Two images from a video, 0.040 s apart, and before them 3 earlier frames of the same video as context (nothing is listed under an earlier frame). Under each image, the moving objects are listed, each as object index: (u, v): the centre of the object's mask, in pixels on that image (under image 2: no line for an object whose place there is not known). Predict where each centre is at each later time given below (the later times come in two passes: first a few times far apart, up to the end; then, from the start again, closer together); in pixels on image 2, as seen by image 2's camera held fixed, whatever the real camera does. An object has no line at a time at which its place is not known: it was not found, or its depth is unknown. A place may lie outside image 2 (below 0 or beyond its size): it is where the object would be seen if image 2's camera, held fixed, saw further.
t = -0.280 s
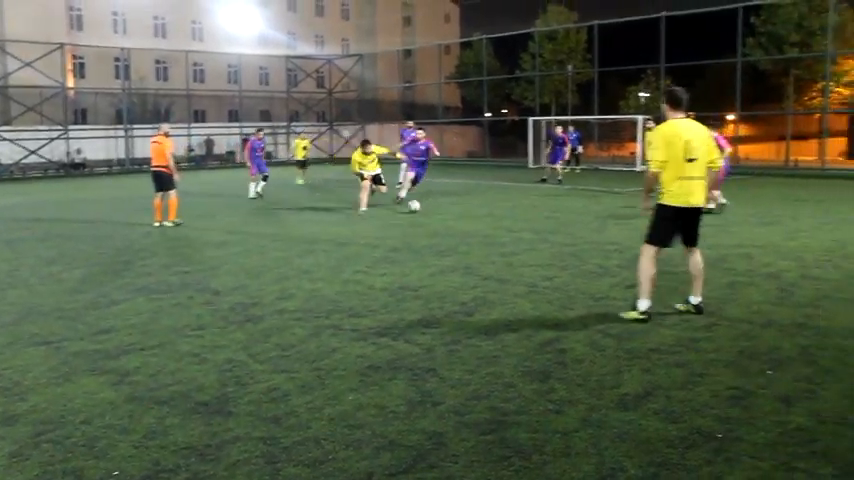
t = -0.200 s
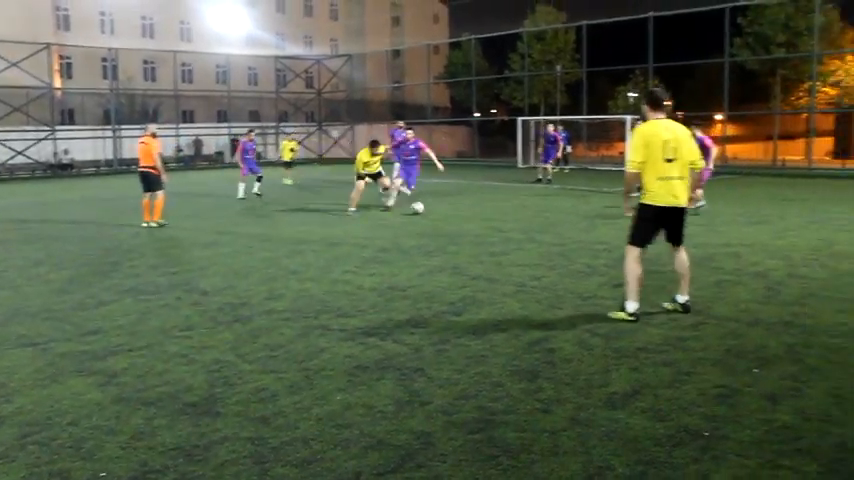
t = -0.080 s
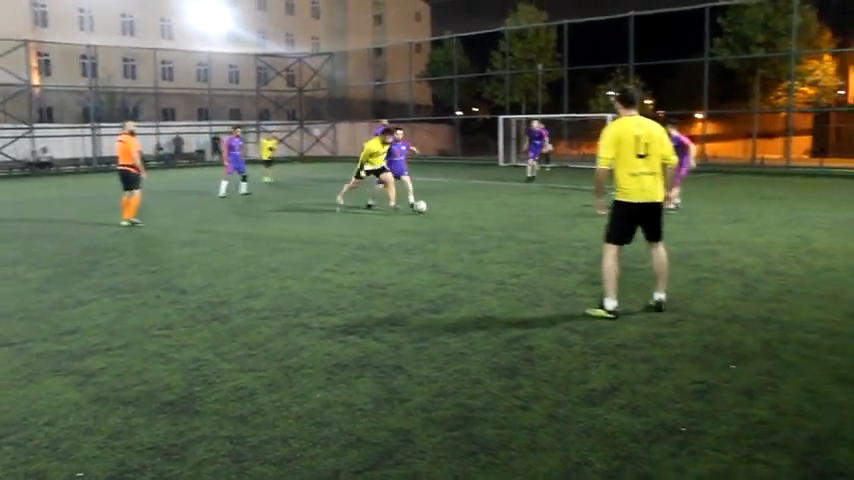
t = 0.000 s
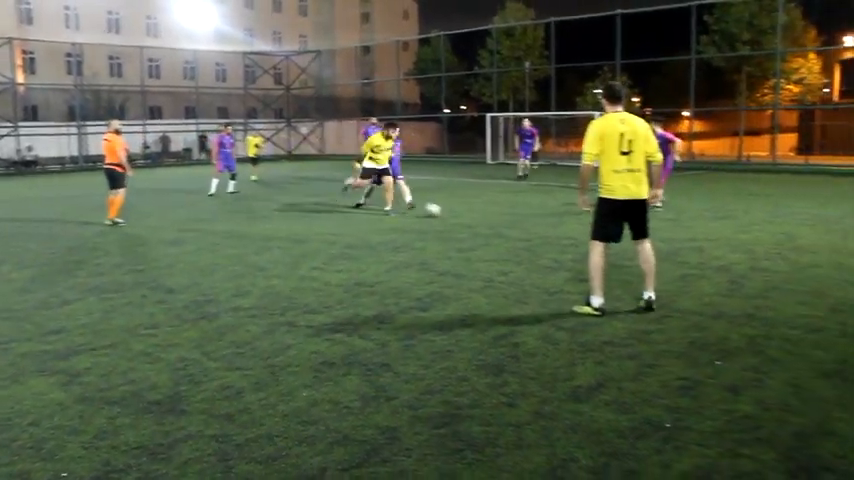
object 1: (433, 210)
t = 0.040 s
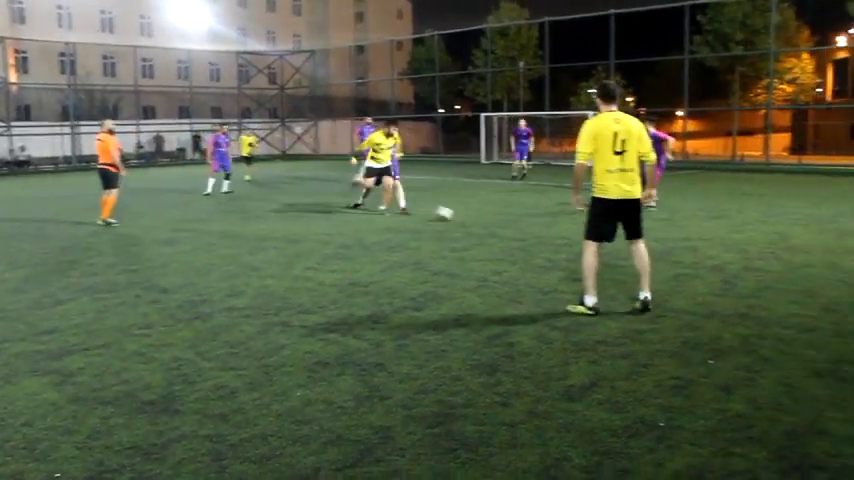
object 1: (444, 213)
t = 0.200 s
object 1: (524, 227)
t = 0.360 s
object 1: (628, 246)
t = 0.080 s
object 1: (463, 216)
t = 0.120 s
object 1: (482, 219)
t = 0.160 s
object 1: (503, 225)
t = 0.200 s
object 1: (524, 227)
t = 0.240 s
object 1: (548, 231)
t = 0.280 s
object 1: (571, 236)
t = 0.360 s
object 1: (628, 246)
